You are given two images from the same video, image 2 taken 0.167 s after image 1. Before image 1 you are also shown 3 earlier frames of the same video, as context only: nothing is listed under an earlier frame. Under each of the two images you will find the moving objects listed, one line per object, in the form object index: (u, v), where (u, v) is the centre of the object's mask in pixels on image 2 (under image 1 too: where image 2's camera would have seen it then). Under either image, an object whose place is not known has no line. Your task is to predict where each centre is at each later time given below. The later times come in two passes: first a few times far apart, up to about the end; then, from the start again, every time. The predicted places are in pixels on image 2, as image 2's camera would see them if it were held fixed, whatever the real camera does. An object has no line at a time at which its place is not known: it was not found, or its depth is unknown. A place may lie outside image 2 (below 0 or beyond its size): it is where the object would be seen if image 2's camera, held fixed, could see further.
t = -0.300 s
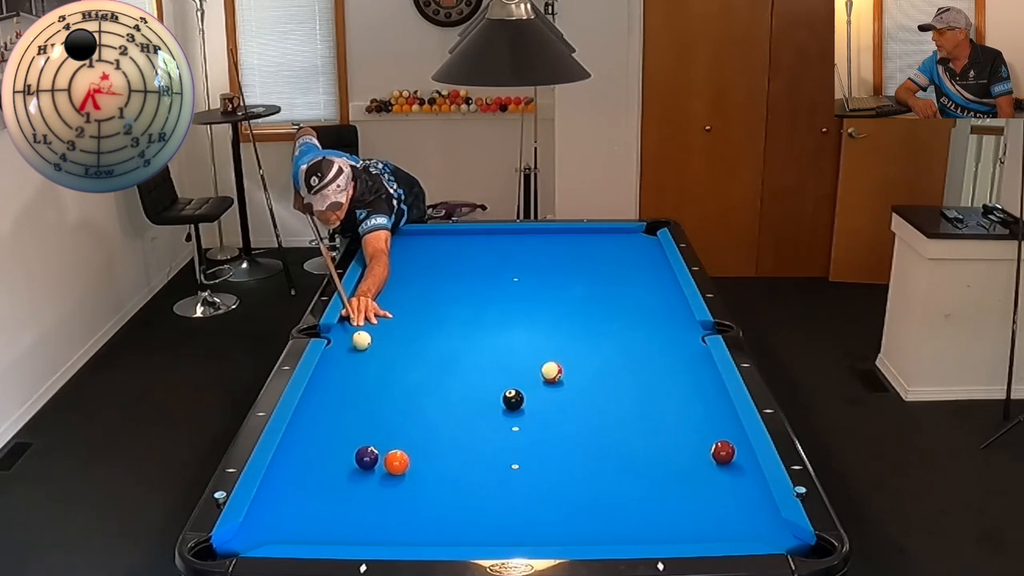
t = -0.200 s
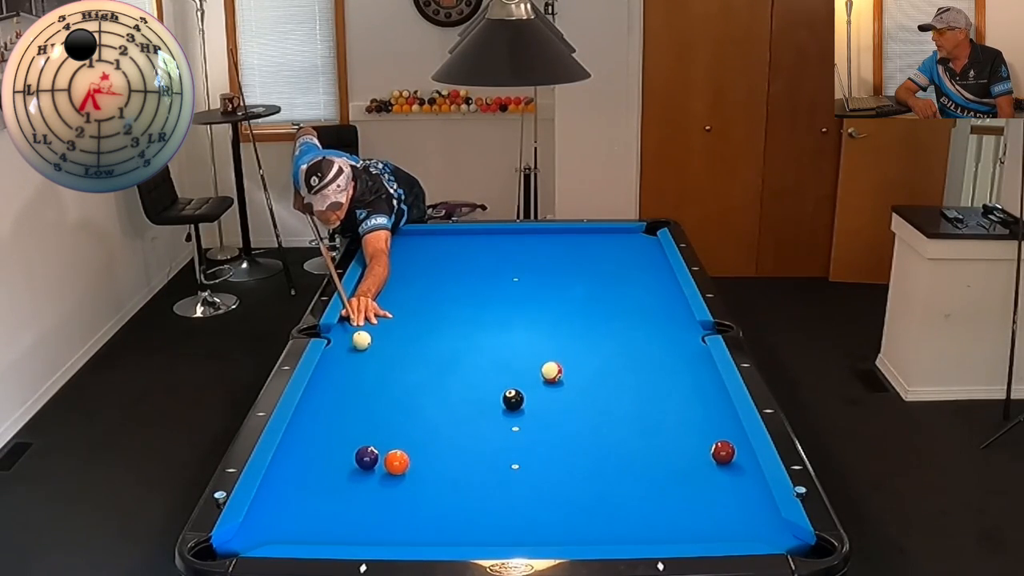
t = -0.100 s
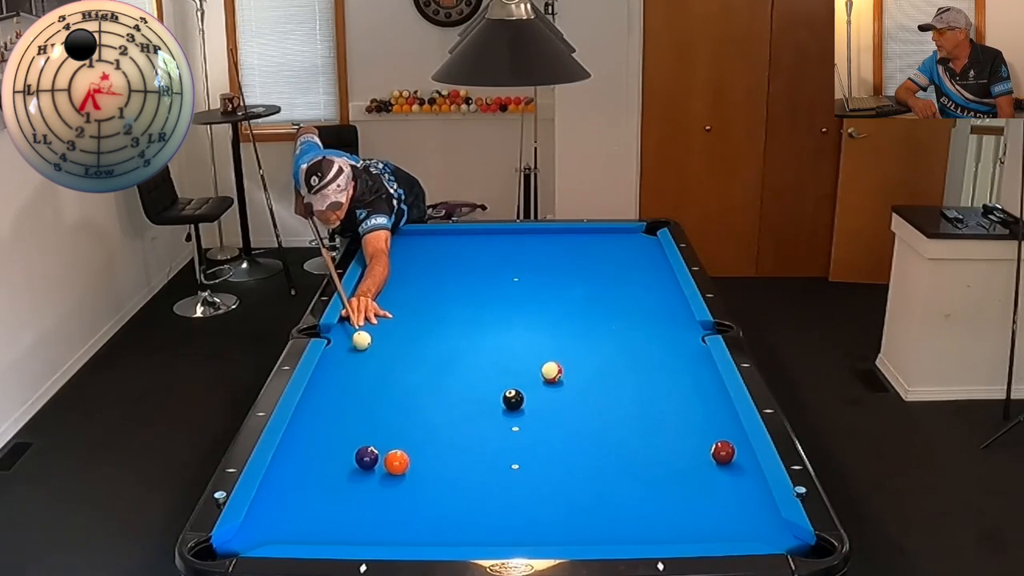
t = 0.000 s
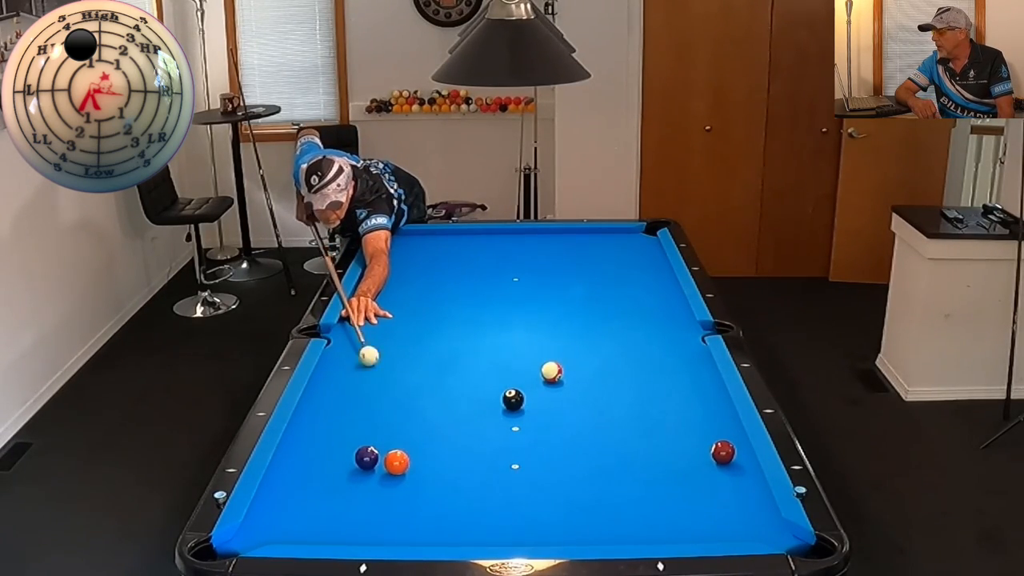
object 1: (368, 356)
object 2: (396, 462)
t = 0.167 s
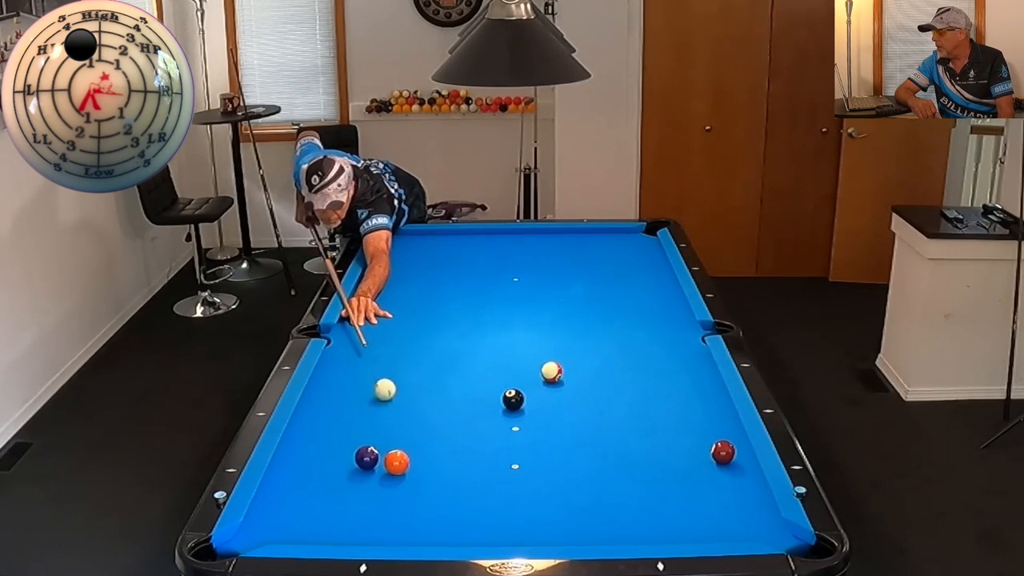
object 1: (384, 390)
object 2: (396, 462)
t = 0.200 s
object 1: (388, 397)
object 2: (396, 462)
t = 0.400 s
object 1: (412, 445)
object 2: (396, 462)
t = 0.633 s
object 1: (477, 495)
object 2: (367, 478)
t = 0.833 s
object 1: (546, 538)
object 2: (340, 492)
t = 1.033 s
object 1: (589, 514)
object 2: (313, 506)
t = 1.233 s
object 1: (628, 490)
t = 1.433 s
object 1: (662, 469)
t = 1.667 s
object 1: (698, 447)
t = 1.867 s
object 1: (719, 429)
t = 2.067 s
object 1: (719, 413)
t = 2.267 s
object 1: (700, 399)
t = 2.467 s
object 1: (683, 387)
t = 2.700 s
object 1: (664, 374)
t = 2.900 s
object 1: (650, 364)
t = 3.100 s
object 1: (637, 354)
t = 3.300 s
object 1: (625, 346)
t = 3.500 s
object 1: (614, 338)
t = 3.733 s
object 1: (602, 330)
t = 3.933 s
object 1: (593, 324)
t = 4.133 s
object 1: (584, 318)
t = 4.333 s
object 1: (576, 313)
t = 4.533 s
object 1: (569, 309)
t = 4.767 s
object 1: (562, 304)
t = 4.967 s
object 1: (556, 301)
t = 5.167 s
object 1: (551, 297)
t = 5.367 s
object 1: (546, 295)
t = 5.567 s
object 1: (542, 292)
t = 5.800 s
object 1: (538, 290)
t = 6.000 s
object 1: (535, 289)
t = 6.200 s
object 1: (533, 288)
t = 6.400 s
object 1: (531, 287)
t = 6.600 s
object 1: (530, 287)
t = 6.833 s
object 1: (529, 287)
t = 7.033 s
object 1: (529, 287)
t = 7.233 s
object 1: (529, 287)
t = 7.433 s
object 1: (529, 287)
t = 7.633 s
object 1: (529, 287)
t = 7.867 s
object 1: (529, 287)
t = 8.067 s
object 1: (529, 287)
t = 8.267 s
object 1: (529, 287)
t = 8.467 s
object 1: (529, 287)
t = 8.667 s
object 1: (529, 287)
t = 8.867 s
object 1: (529, 287)
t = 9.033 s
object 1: (529, 287)
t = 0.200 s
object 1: (388, 397)
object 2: (396, 462)
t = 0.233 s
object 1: (392, 404)
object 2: (396, 462)
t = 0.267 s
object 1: (395, 412)
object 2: (396, 462)
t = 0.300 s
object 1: (399, 420)
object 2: (396, 462)
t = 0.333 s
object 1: (403, 428)
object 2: (396, 462)
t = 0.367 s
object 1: (407, 437)
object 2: (396, 462)
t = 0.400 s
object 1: (412, 445)
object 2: (396, 462)
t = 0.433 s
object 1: (417, 454)
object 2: (396, 462)
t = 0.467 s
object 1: (427, 460)
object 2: (390, 466)
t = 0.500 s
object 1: (437, 467)
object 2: (385, 468)
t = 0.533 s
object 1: (446, 474)
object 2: (380, 471)
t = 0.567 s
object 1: (456, 480)
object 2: (376, 473)
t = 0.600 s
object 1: (467, 488)
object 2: (371, 475)
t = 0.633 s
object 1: (477, 495)
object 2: (367, 478)
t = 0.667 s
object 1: (488, 503)
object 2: (362, 480)
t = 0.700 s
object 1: (499, 511)
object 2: (358, 482)
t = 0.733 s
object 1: (510, 518)
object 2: (353, 485)
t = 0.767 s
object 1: (522, 526)
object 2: (349, 487)
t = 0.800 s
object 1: (534, 533)
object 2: (344, 489)
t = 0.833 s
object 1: (546, 538)
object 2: (340, 492)
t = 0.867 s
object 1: (553, 534)
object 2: (335, 494)
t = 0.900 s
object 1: (561, 531)
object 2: (331, 496)
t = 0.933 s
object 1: (568, 526)
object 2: (326, 498)
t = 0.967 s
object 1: (575, 522)
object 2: (322, 501)
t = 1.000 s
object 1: (582, 518)
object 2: (317, 503)
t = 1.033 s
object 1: (589, 514)
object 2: (313, 506)
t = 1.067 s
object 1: (596, 509)
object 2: (308, 508)
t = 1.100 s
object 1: (602, 505)
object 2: (304, 510)
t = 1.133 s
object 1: (609, 501)
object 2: (299, 512)
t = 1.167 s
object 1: (615, 498)
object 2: (295, 515)
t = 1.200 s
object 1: (622, 494)
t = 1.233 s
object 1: (628, 490)
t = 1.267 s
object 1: (634, 487)
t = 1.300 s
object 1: (640, 483)
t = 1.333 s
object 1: (646, 479)
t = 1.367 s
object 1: (651, 476)
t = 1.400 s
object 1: (657, 472)
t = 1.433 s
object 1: (662, 469)
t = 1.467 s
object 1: (668, 466)
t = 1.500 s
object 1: (673, 463)
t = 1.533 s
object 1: (678, 459)
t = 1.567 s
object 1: (683, 456)
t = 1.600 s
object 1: (689, 453)
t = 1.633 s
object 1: (693, 450)
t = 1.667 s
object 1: (698, 447)
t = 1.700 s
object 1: (702, 444)
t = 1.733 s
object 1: (705, 441)
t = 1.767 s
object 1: (709, 437)
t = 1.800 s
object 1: (712, 435)
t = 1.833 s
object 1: (716, 432)
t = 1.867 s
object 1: (719, 429)
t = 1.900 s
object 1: (723, 426)
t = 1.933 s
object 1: (726, 423)
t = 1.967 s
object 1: (729, 420)
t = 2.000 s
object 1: (726, 418)
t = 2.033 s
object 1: (722, 415)
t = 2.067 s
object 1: (719, 413)
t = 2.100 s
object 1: (715, 411)
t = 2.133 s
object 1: (712, 408)
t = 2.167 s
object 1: (709, 406)
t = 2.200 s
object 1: (706, 404)
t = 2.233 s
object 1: (703, 402)
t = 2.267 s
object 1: (700, 399)
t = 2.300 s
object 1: (697, 397)
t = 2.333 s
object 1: (694, 395)
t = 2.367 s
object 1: (691, 393)
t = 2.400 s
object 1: (688, 391)
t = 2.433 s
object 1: (686, 389)
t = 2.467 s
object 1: (683, 387)
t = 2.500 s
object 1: (680, 385)
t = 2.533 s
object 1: (677, 383)
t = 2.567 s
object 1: (675, 381)
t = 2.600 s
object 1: (672, 379)
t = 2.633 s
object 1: (670, 378)
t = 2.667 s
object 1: (667, 376)
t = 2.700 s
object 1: (664, 374)
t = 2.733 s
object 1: (662, 372)
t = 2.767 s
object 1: (660, 370)
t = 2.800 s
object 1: (657, 369)
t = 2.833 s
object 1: (655, 367)
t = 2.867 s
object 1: (652, 365)
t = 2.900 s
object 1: (650, 364)
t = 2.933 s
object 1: (648, 362)
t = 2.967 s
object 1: (645, 361)
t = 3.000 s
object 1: (643, 359)
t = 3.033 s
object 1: (641, 358)
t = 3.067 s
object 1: (639, 356)
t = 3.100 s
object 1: (637, 354)
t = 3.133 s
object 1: (635, 353)
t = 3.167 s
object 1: (633, 351)
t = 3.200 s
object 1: (631, 350)
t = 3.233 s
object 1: (629, 349)
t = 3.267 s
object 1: (627, 347)
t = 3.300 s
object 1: (625, 346)
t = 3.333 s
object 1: (623, 345)
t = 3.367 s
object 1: (621, 343)
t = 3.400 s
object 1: (619, 342)
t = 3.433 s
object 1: (617, 341)
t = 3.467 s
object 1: (615, 340)
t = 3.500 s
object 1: (614, 338)
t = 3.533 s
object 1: (612, 337)
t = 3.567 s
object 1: (610, 336)
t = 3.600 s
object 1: (609, 335)
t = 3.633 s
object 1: (607, 334)
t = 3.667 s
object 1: (605, 333)
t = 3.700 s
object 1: (604, 331)
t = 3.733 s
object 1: (602, 330)
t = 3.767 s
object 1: (600, 329)
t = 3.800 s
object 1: (599, 328)
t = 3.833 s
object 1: (597, 327)
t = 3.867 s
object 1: (596, 326)
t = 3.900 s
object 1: (594, 325)
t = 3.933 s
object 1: (593, 324)
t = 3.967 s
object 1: (591, 323)
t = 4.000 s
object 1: (590, 322)
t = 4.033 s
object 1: (588, 321)
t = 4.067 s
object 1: (587, 320)
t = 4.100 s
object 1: (585, 319)
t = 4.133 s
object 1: (584, 318)
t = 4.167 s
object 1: (583, 317)
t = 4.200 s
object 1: (581, 317)
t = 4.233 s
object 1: (580, 316)
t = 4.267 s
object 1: (579, 315)
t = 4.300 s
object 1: (577, 314)
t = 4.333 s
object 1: (576, 313)
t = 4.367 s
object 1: (575, 313)
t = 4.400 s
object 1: (574, 312)
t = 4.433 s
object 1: (573, 311)
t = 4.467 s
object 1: (571, 310)
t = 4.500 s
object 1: (570, 310)
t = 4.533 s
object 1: (569, 309)
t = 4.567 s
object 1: (568, 308)
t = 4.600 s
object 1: (567, 307)
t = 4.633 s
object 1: (566, 307)
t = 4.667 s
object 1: (565, 306)
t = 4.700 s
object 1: (564, 305)
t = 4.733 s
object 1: (563, 305)
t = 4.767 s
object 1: (562, 304)
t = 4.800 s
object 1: (561, 303)
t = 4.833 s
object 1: (560, 303)
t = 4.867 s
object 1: (559, 302)
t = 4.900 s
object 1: (558, 302)
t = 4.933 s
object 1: (557, 301)
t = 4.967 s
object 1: (556, 301)
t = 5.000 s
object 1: (555, 300)
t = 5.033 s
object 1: (554, 299)
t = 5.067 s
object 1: (553, 299)
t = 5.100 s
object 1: (553, 299)
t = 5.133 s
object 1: (552, 298)
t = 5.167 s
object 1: (551, 297)
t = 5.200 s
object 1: (550, 297)
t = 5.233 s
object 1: (549, 297)
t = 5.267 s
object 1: (548, 296)
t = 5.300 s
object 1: (548, 296)
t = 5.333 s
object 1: (547, 295)
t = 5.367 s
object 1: (546, 295)
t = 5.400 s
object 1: (545, 294)
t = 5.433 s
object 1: (545, 294)
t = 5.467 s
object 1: (544, 293)
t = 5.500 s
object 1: (544, 293)
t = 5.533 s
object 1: (543, 293)
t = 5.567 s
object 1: (542, 292)
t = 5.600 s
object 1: (541, 292)
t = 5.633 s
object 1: (541, 292)
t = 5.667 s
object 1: (540, 291)
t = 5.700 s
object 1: (540, 291)
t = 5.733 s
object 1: (539, 291)
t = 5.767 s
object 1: (539, 290)
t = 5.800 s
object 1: (538, 290)
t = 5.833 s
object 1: (538, 290)
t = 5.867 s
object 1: (537, 290)
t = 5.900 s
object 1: (537, 289)
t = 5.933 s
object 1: (536, 289)
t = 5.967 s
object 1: (536, 289)
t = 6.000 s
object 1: (535, 289)
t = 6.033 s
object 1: (535, 288)
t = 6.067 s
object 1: (534, 288)
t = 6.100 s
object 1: (534, 288)
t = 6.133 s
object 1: (534, 288)
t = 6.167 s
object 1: (533, 288)
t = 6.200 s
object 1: (533, 288)
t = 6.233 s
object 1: (533, 288)
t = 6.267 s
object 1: (532, 287)
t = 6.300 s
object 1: (532, 287)
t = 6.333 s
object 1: (532, 287)
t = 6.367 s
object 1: (531, 287)
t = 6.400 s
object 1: (531, 287)
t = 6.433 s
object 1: (531, 287)
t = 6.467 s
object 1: (531, 287)
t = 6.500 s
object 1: (530, 287)
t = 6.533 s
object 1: (530, 287)
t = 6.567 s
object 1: (530, 287)
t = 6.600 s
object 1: (530, 287)
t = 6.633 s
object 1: (529, 287)
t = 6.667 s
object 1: (529, 287)
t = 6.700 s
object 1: (529, 287)
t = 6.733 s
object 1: (529, 287)
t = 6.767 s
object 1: (529, 287)
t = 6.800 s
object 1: (529, 287)
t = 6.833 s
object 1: (529, 287)
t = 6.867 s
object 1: (529, 287)
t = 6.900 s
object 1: (529, 287)
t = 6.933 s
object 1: (529, 287)
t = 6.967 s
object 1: (529, 287)
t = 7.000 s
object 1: (529, 287)
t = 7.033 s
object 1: (529, 287)
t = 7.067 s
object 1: (529, 287)
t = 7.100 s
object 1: (529, 287)
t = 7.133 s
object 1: (529, 287)
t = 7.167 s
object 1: (529, 287)
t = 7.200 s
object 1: (529, 287)
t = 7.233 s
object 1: (529, 287)
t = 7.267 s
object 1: (529, 287)
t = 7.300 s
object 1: (529, 287)
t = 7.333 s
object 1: (529, 287)
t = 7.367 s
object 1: (529, 287)
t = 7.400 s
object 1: (529, 287)
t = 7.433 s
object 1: (529, 287)
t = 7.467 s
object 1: (529, 287)
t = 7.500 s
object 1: (529, 287)
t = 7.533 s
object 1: (529, 287)
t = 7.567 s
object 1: (529, 287)
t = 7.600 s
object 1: (529, 287)
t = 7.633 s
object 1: (529, 287)
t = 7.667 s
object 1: (529, 287)
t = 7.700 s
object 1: (529, 287)
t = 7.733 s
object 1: (529, 287)
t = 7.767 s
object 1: (529, 287)
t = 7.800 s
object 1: (529, 287)
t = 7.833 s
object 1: (529, 287)
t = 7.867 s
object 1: (529, 287)
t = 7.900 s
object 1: (529, 287)
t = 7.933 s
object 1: (529, 287)
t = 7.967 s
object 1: (529, 287)
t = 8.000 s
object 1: (529, 287)
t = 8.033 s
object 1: (529, 287)
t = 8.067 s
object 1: (529, 287)
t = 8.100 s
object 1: (529, 287)
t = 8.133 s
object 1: (529, 287)
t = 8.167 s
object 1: (529, 287)
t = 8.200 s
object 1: (529, 287)
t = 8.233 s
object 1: (529, 287)
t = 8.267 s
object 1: (529, 287)
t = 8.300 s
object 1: (529, 287)
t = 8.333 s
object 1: (529, 287)
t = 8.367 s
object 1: (529, 287)
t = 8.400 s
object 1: (529, 287)
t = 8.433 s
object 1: (529, 287)
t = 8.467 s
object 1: (529, 287)
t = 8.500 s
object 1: (529, 287)
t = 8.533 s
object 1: (529, 287)
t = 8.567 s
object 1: (529, 287)
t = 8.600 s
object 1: (529, 287)
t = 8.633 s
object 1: (529, 287)
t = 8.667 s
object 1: (529, 287)
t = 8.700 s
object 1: (529, 287)
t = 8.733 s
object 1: (529, 287)
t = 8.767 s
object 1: (529, 287)
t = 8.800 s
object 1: (529, 287)
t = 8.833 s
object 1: (529, 287)
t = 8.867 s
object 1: (529, 287)
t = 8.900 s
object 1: (529, 287)
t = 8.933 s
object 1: (529, 287)
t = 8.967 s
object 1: (529, 287)
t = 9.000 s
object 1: (529, 287)
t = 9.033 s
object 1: (529, 287)
